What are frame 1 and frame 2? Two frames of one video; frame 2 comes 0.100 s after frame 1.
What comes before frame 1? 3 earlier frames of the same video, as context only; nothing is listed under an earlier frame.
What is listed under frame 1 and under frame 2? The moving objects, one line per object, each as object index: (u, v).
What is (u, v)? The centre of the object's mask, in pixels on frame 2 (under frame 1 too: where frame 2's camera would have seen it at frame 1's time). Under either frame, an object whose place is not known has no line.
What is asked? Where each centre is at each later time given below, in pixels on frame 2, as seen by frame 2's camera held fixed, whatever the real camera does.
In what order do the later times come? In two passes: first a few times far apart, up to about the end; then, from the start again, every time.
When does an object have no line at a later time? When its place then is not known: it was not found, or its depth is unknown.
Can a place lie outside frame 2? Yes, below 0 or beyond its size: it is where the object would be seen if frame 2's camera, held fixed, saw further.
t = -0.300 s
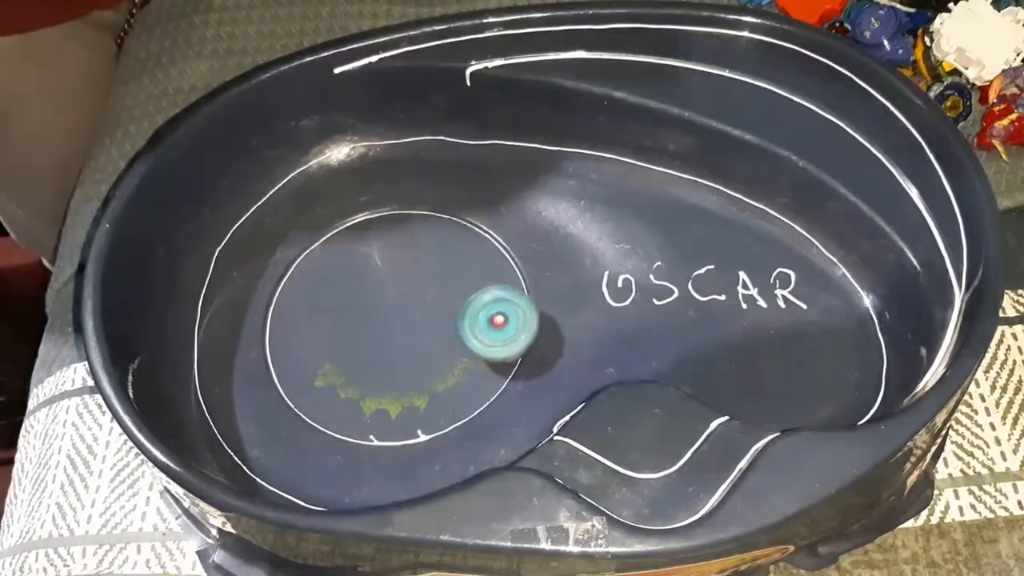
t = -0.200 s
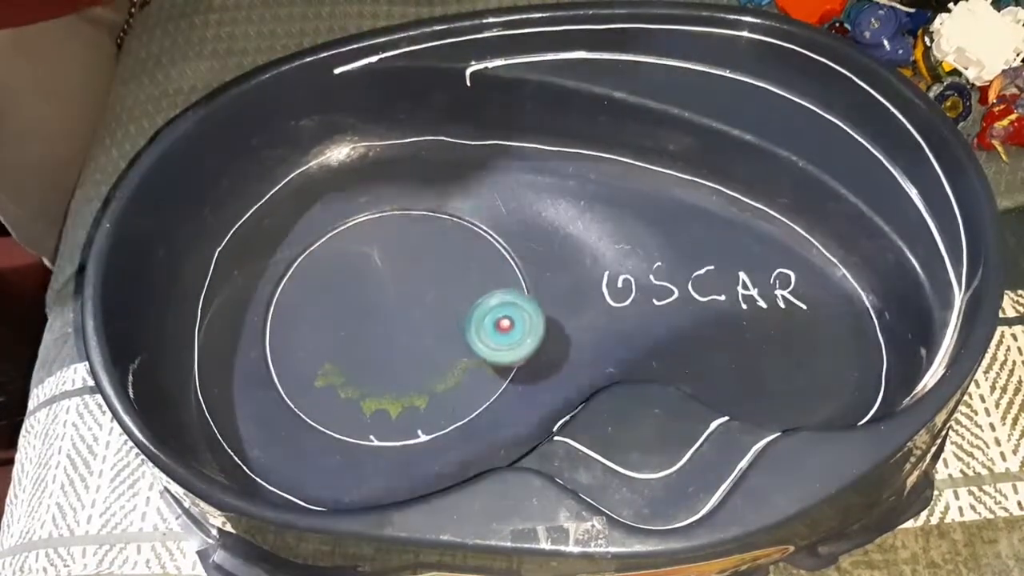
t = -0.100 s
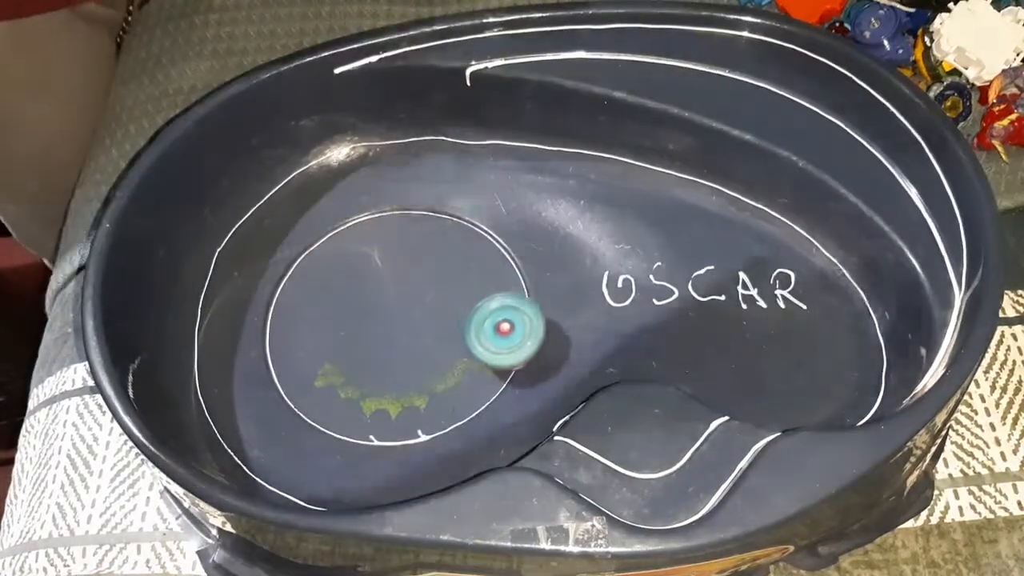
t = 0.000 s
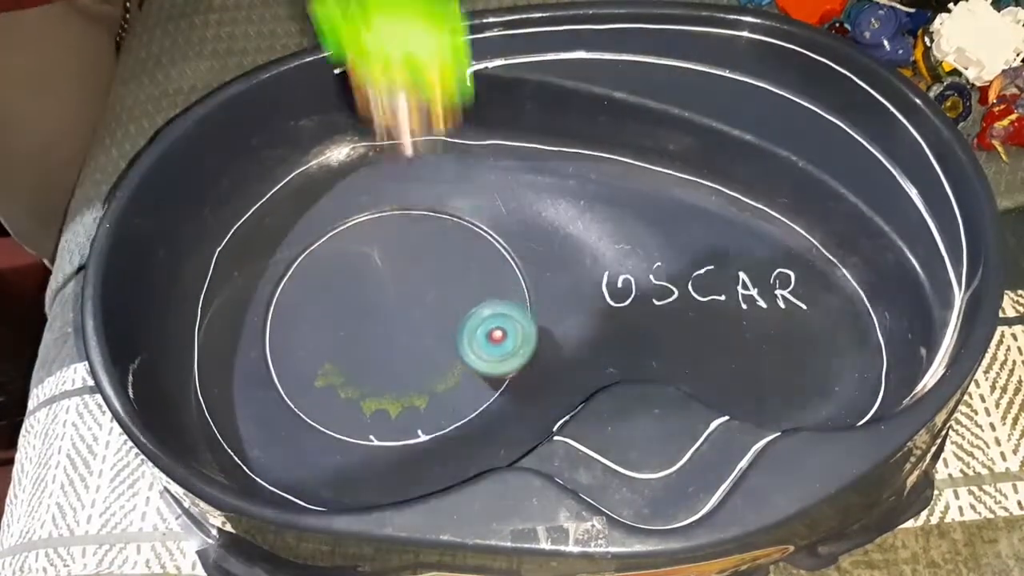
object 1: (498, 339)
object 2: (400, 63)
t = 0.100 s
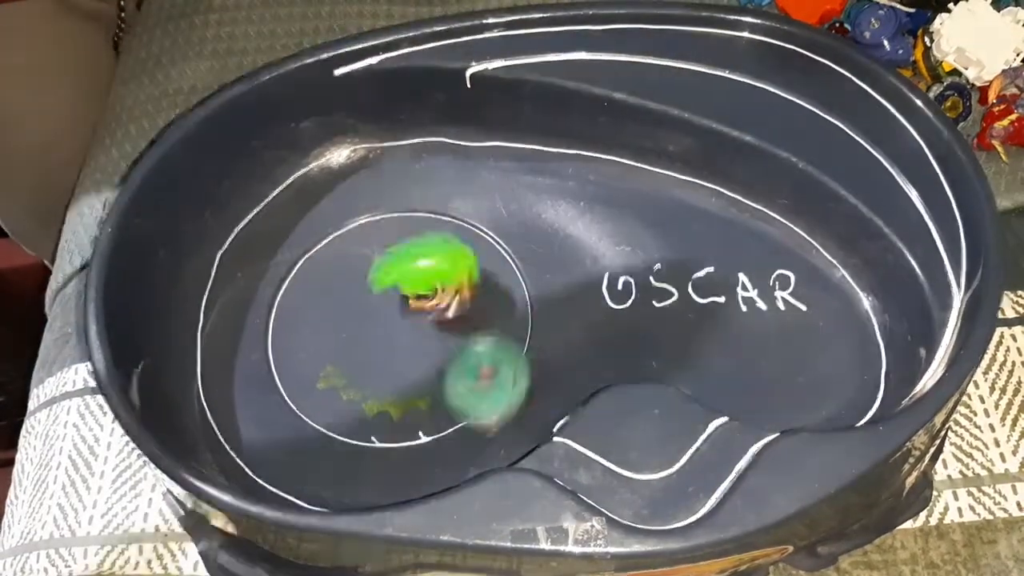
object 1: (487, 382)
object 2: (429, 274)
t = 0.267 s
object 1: (356, 465)
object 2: (363, 181)
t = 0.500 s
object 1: (331, 421)
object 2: (316, 226)
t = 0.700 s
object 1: (309, 408)
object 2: (313, 294)
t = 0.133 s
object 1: (476, 424)
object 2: (410, 256)
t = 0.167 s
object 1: (449, 438)
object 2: (417, 243)
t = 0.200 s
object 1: (413, 440)
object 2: (405, 212)
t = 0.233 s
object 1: (381, 454)
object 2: (386, 194)
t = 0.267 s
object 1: (356, 465)
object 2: (363, 181)
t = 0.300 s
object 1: (347, 452)
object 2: (343, 183)
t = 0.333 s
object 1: (341, 446)
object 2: (336, 193)
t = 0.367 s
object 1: (339, 438)
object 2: (345, 198)
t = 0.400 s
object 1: (337, 431)
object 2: (347, 198)
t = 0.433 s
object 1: (335, 428)
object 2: (340, 201)
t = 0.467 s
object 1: (333, 424)
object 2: (328, 209)
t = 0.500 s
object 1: (331, 421)
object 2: (316, 226)
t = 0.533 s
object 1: (328, 419)
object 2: (303, 249)
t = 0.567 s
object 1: (325, 417)
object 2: (303, 274)
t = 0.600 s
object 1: (321, 416)
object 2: (311, 286)
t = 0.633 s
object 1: (317, 413)
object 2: (315, 288)
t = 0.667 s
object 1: (313, 411)
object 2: (316, 291)
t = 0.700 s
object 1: (309, 408)
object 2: (313, 294)
